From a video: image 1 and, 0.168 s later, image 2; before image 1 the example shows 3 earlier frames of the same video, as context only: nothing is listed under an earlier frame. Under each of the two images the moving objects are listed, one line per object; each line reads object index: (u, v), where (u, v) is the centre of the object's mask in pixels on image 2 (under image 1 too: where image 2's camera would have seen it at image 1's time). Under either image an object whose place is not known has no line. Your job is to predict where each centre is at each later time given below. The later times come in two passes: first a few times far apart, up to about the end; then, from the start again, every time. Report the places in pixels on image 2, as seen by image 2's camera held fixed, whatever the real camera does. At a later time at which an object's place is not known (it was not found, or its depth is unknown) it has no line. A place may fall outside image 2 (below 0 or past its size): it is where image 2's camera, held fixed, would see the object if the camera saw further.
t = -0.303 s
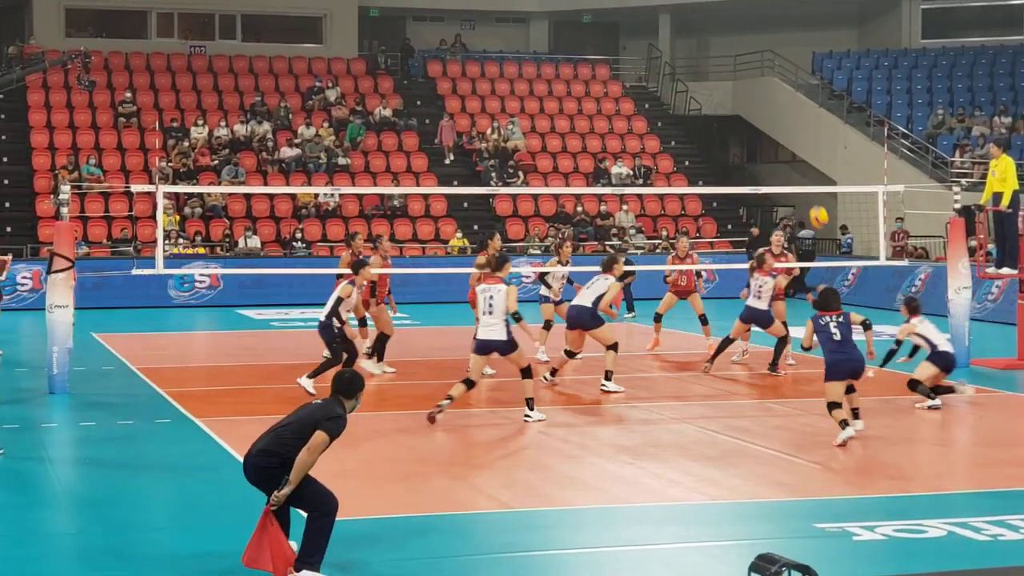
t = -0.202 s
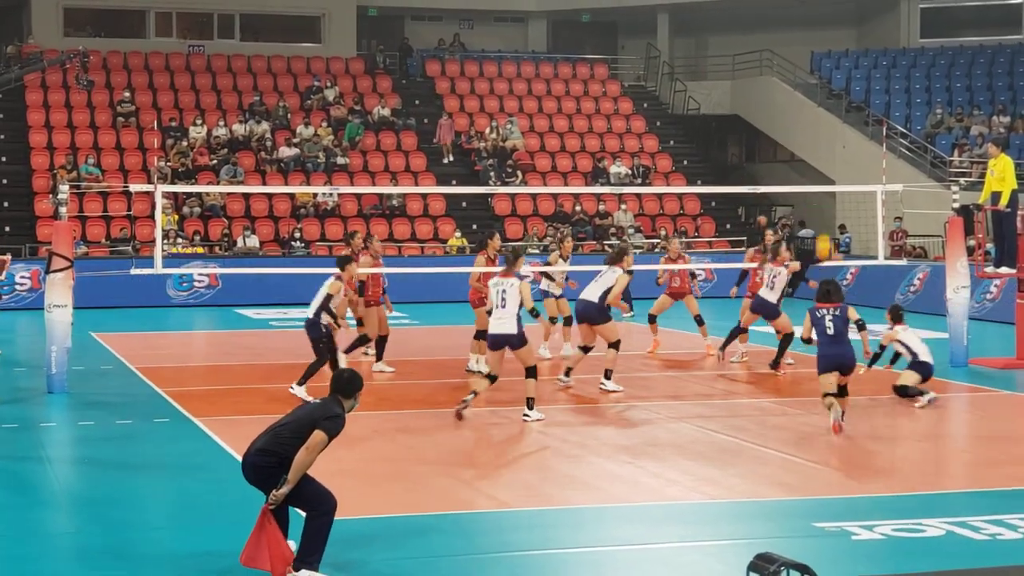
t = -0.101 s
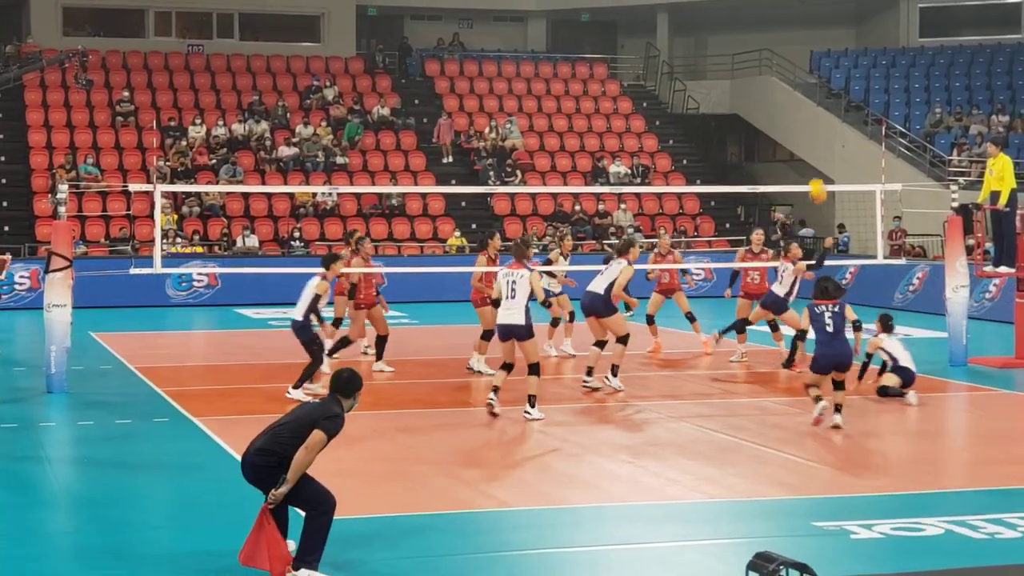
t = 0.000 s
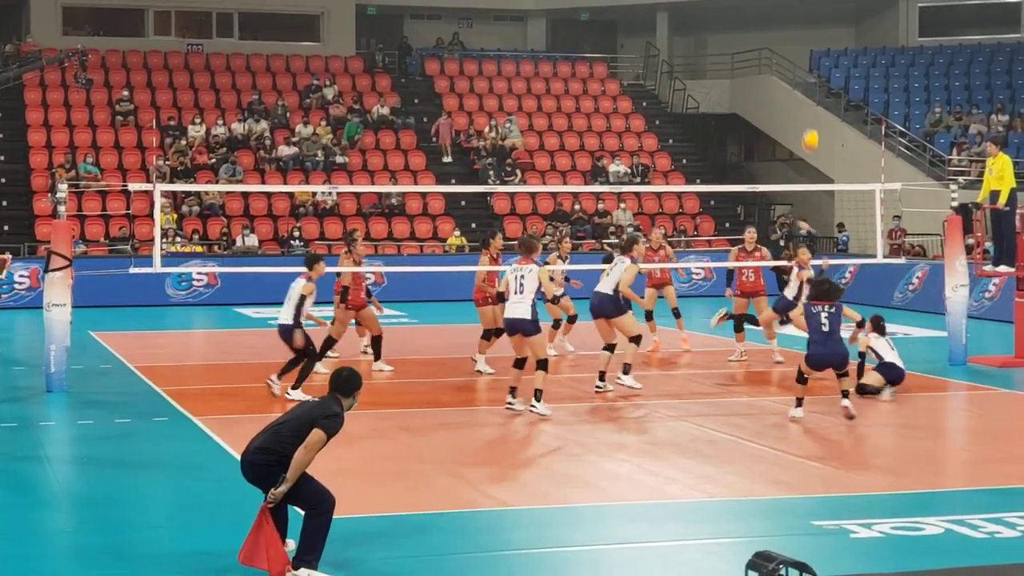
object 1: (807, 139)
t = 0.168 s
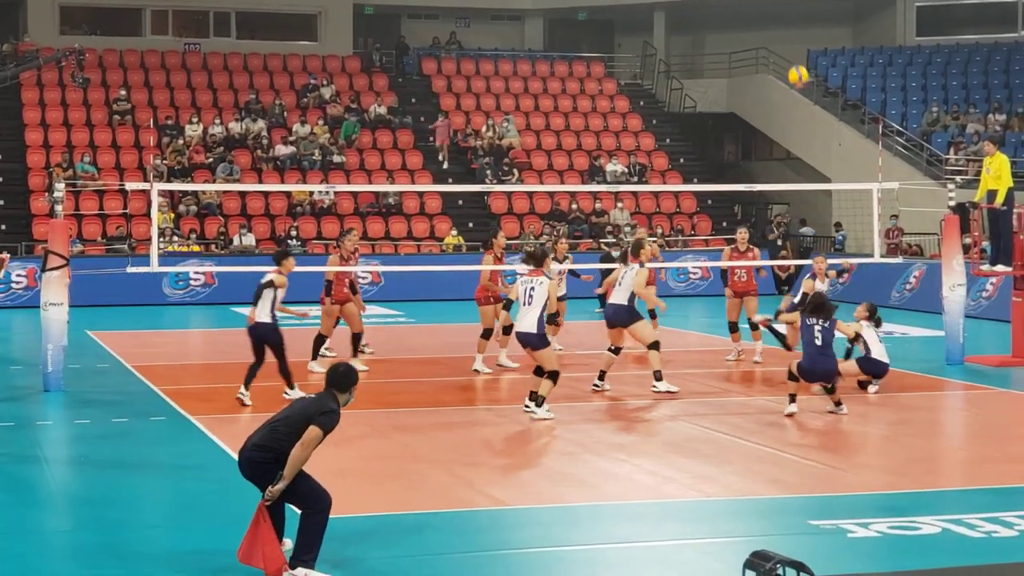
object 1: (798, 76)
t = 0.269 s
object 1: (792, 48)
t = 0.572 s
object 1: (772, 16)
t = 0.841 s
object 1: (752, 56)
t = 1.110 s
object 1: (734, 167)
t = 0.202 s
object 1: (796, 66)
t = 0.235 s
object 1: (794, 57)
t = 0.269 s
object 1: (792, 48)
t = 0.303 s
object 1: (789, 41)
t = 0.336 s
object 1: (787, 35)
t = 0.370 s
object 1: (785, 29)
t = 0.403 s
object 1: (783, 24)
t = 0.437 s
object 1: (781, 21)
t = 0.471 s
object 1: (779, 18)
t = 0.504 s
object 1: (776, 16)
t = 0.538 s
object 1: (774, 16)
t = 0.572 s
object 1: (772, 16)
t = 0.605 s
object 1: (769, 17)
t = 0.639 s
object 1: (767, 20)
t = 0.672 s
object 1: (764, 23)
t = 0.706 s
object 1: (762, 28)
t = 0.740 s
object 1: (759, 33)
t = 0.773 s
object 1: (757, 40)
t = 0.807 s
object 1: (755, 47)
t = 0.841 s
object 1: (752, 56)
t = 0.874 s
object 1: (750, 66)
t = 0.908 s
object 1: (748, 77)
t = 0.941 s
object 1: (745, 89)
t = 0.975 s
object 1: (743, 103)
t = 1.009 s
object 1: (740, 117)
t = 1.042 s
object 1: (738, 133)
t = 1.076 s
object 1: (736, 150)
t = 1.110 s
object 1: (734, 167)
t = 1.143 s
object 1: (732, 186)
